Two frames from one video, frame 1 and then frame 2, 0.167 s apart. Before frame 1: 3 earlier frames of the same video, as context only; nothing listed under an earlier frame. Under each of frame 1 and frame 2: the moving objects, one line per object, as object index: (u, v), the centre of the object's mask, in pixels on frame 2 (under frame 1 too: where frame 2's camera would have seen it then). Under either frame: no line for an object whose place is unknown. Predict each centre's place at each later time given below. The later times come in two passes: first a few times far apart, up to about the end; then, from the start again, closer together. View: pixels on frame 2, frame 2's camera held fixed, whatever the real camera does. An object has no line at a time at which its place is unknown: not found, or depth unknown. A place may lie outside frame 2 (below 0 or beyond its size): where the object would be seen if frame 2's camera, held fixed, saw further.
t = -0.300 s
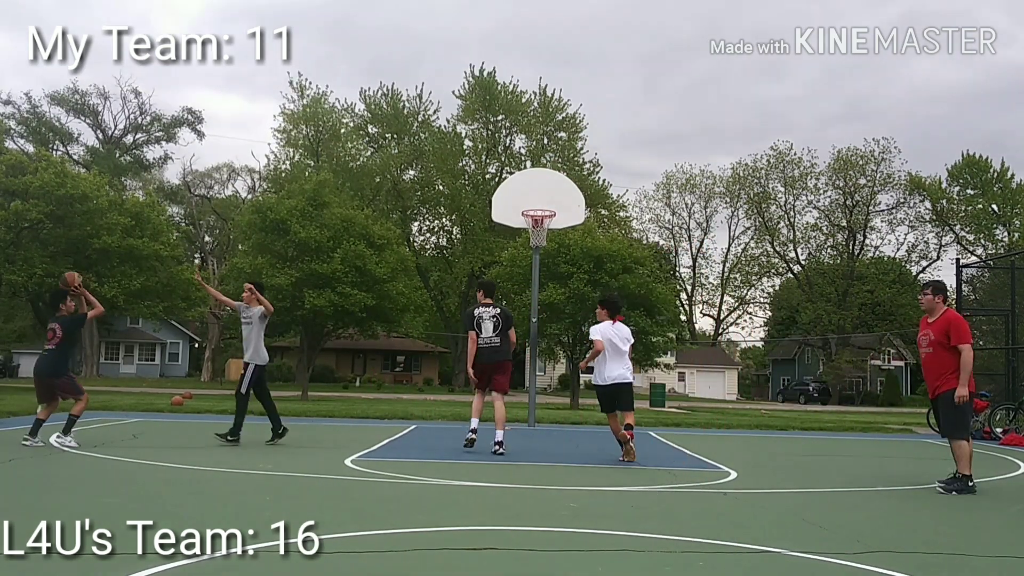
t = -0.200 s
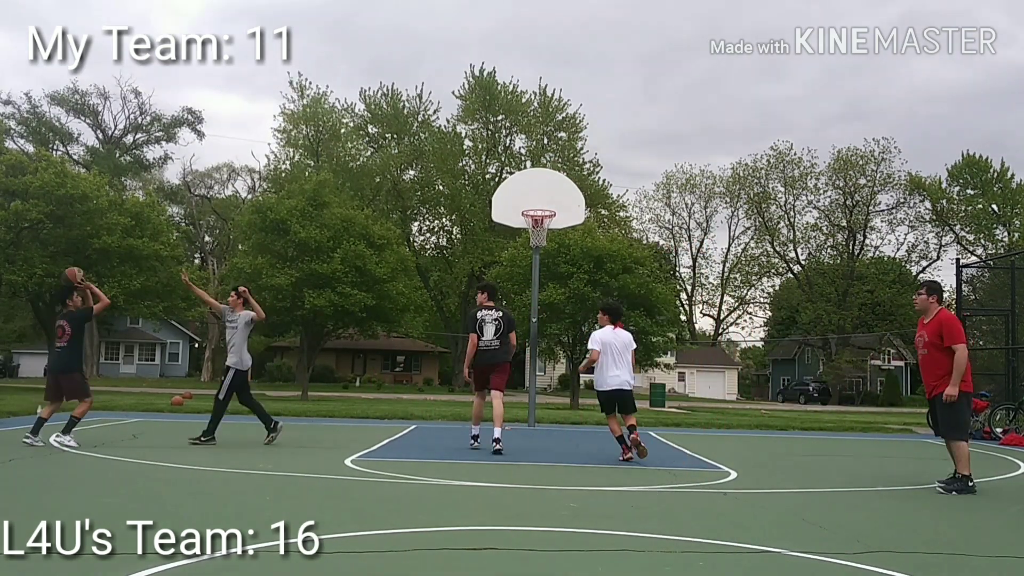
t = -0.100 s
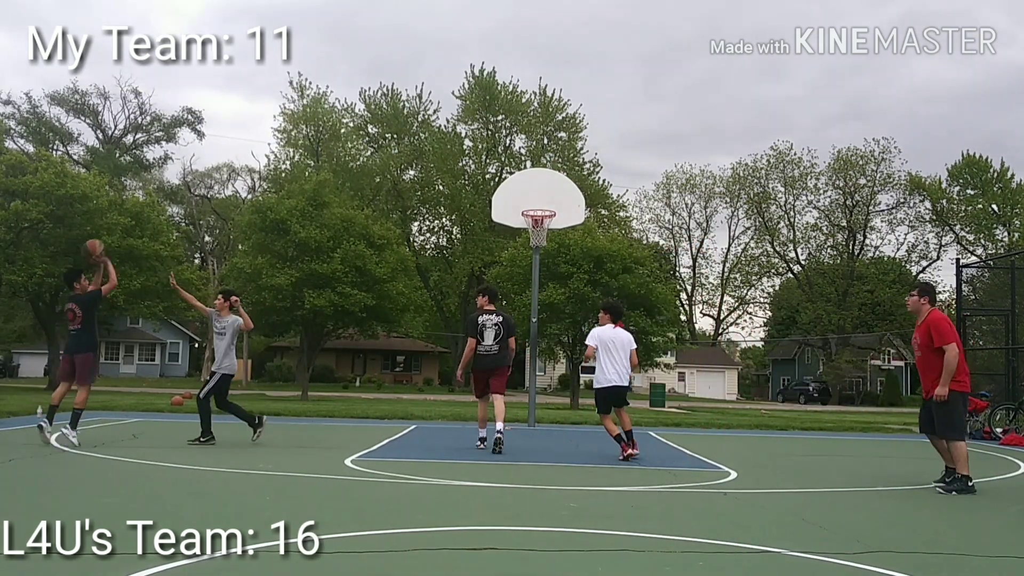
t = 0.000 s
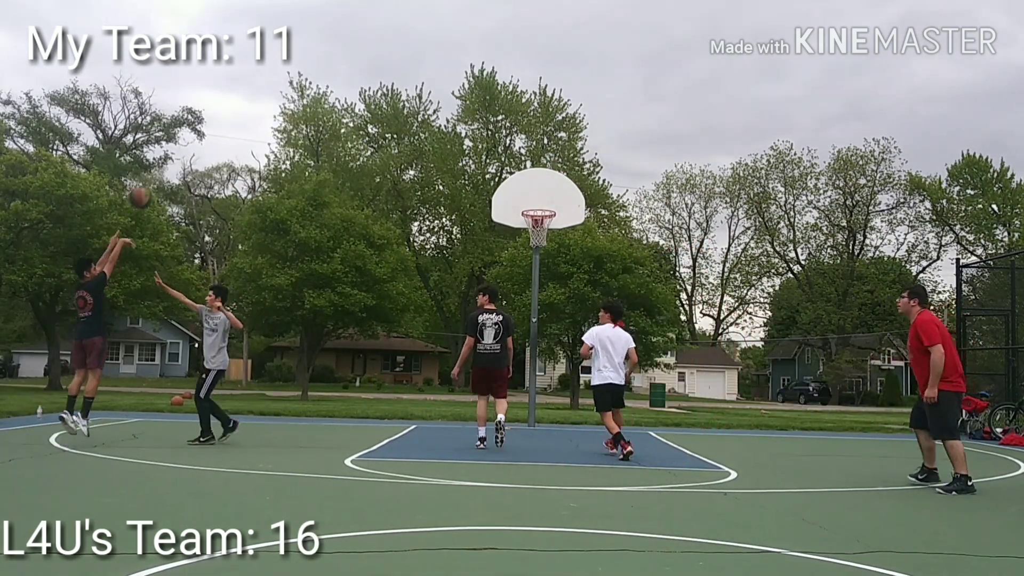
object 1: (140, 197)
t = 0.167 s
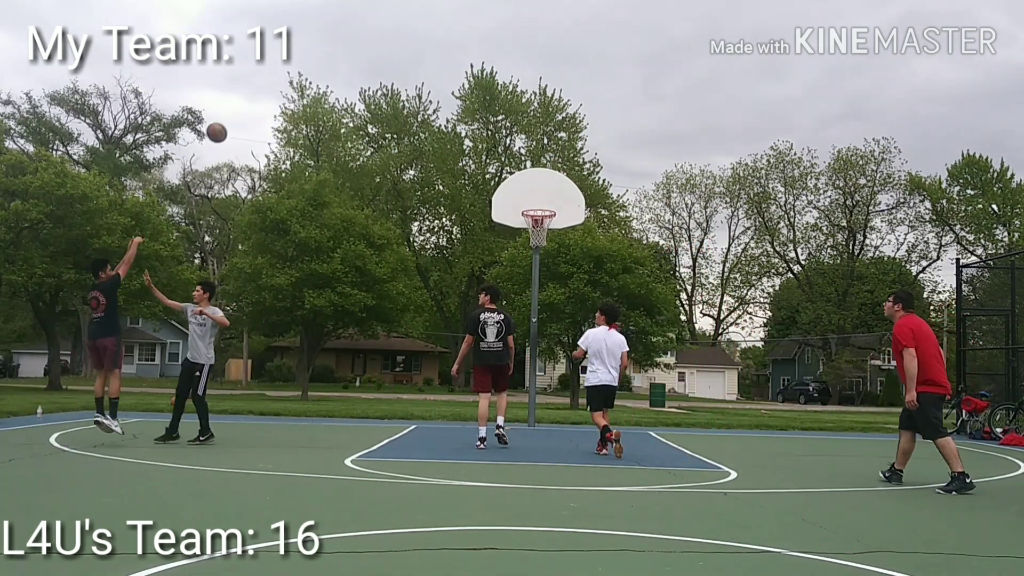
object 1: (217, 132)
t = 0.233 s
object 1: (245, 114)
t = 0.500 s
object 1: (347, 80)
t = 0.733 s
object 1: (424, 96)
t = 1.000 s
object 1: (499, 159)
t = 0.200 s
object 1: (231, 123)
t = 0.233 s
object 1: (245, 114)
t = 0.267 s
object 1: (259, 107)
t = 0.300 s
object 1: (272, 100)
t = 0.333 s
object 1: (285, 94)
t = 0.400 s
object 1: (310, 86)
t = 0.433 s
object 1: (323, 83)
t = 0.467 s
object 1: (335, 81)
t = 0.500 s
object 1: (347, 80)
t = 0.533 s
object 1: (359, 80)
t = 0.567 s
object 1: (370, 81)
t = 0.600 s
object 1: (381, 82)
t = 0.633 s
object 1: (392, 84)
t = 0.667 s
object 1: (403, 88)
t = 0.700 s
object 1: (413, 92)
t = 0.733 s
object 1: (424, 96)
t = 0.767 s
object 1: (433, 102)
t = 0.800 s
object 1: (443, 108)
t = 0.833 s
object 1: (453, 115)
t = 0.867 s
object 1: (462, 123)
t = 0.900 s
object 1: (472, 131)
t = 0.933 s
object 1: (480, 139)
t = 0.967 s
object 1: (490, 150)
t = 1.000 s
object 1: (499, 159)
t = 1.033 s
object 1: (508, 170)
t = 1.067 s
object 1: (517, 181)
